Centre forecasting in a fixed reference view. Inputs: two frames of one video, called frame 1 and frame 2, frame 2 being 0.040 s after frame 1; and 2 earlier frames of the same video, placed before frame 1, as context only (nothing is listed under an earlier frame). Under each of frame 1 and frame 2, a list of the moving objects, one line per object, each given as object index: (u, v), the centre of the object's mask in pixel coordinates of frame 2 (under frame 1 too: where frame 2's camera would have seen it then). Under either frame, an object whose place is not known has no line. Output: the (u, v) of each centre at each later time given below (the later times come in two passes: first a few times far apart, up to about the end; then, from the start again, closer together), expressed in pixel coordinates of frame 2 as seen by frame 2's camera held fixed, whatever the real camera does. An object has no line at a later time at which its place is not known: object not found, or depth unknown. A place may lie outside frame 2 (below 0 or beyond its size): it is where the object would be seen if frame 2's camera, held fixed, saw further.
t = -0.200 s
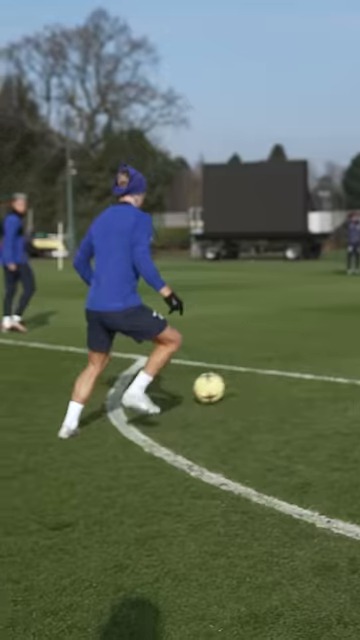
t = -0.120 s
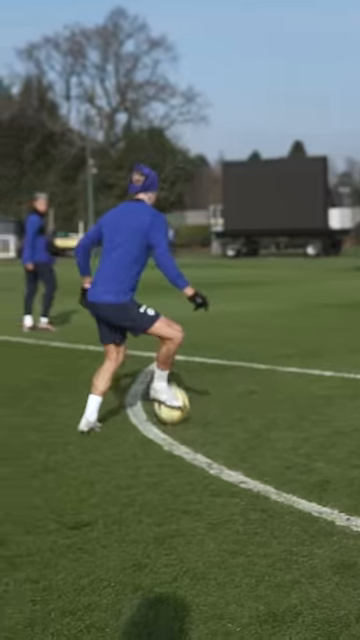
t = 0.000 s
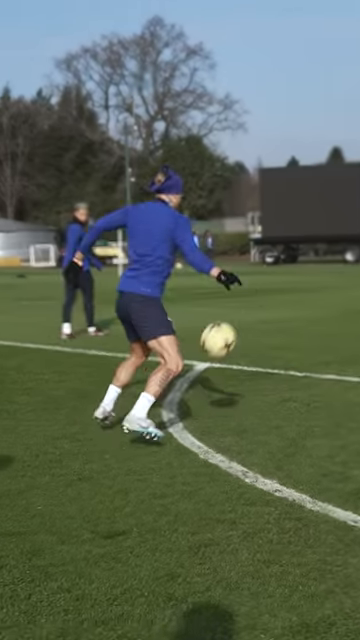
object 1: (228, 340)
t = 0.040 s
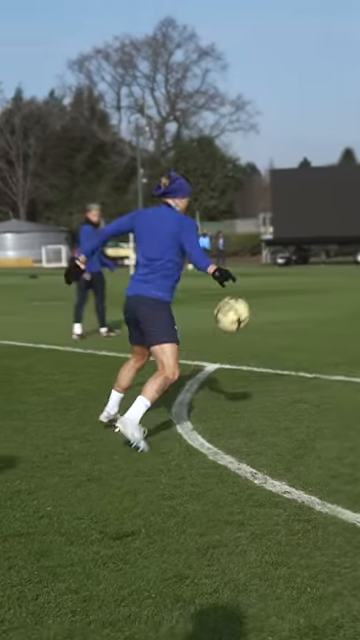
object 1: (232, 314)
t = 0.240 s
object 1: (244, 220)
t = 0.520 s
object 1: (271, 190)
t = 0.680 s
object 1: (286, 225)
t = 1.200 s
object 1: (359, 319)
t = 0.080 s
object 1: (235, 290)
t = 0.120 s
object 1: (240, 268)
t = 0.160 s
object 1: (242, 250)
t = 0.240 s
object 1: (244, 220)
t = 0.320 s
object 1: (254, 200)
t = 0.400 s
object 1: (261, 188)
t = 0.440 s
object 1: (265, 187)
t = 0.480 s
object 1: (268, 187)
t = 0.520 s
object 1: (271, 190)
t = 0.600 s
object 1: (282, 203)
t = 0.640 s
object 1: (288, 213)
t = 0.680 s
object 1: (286, 225)
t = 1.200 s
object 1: (359, 319)
